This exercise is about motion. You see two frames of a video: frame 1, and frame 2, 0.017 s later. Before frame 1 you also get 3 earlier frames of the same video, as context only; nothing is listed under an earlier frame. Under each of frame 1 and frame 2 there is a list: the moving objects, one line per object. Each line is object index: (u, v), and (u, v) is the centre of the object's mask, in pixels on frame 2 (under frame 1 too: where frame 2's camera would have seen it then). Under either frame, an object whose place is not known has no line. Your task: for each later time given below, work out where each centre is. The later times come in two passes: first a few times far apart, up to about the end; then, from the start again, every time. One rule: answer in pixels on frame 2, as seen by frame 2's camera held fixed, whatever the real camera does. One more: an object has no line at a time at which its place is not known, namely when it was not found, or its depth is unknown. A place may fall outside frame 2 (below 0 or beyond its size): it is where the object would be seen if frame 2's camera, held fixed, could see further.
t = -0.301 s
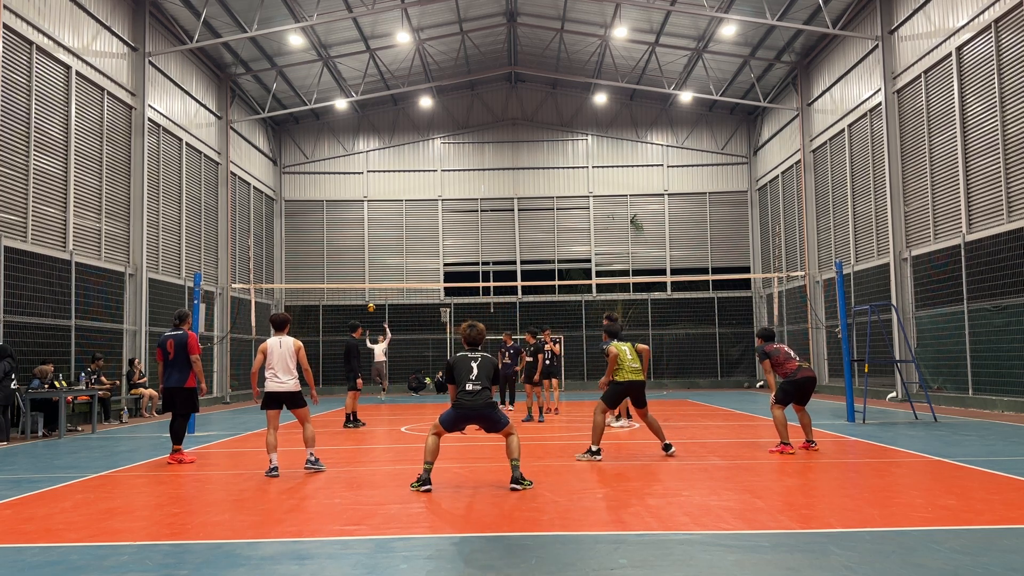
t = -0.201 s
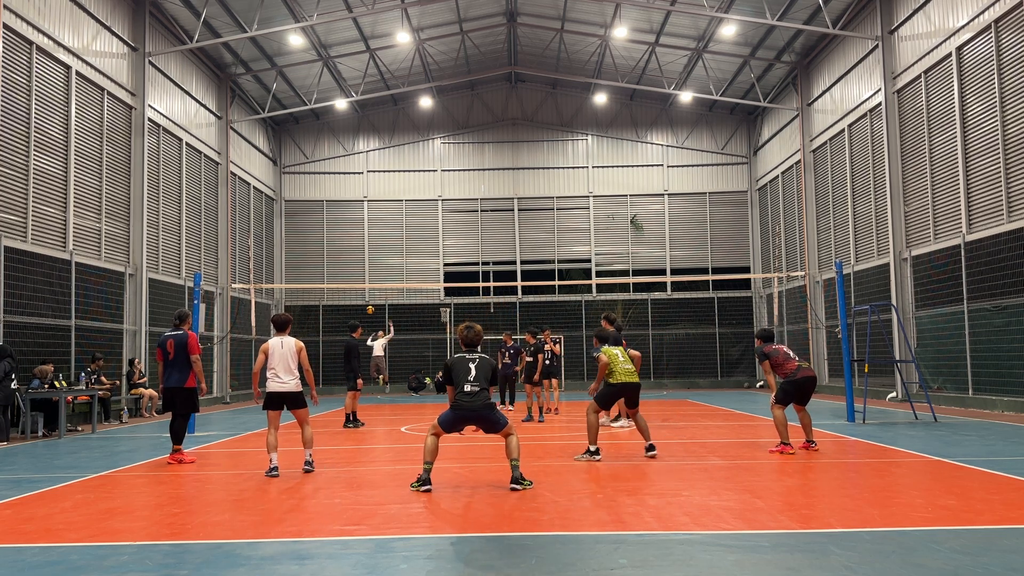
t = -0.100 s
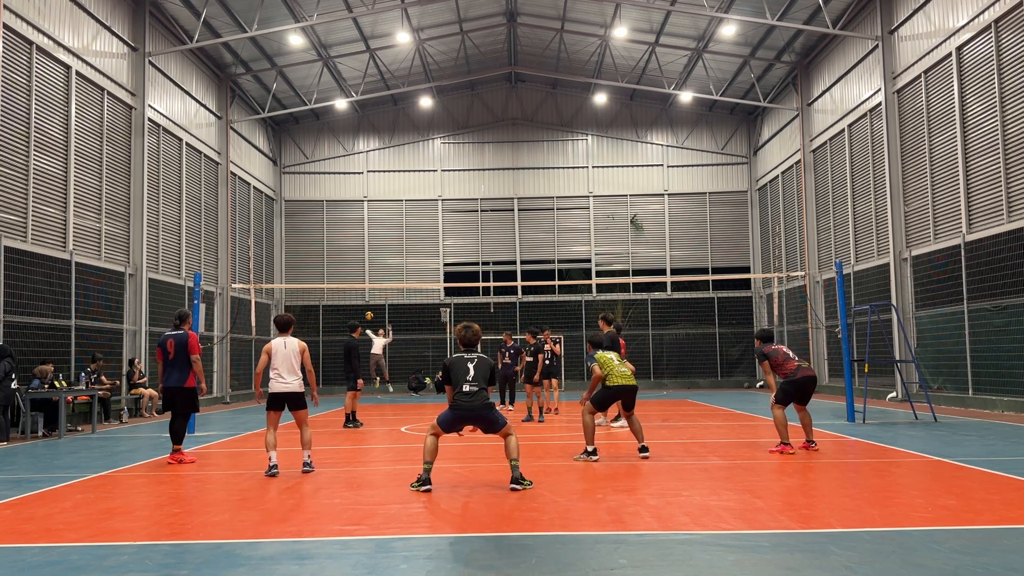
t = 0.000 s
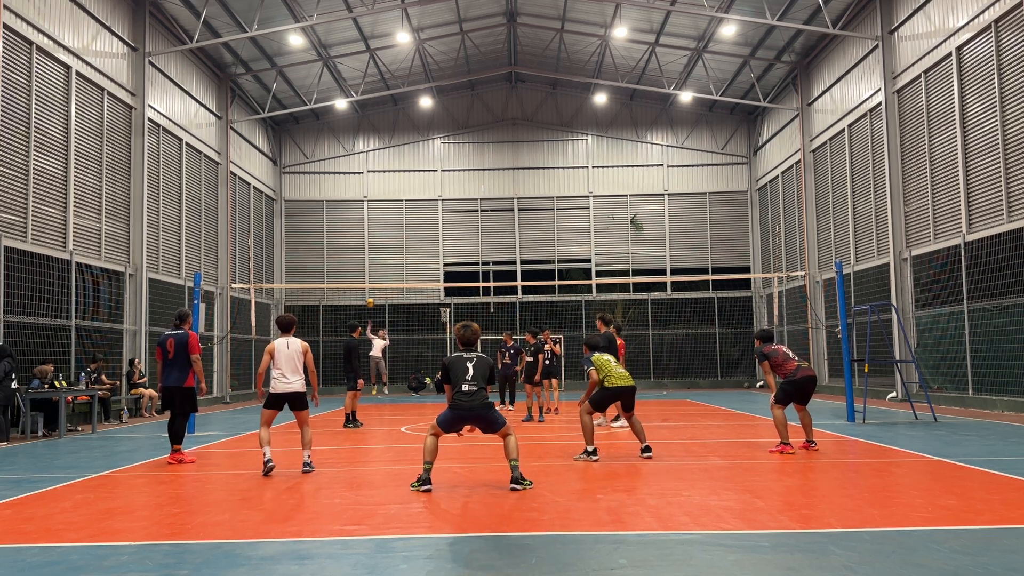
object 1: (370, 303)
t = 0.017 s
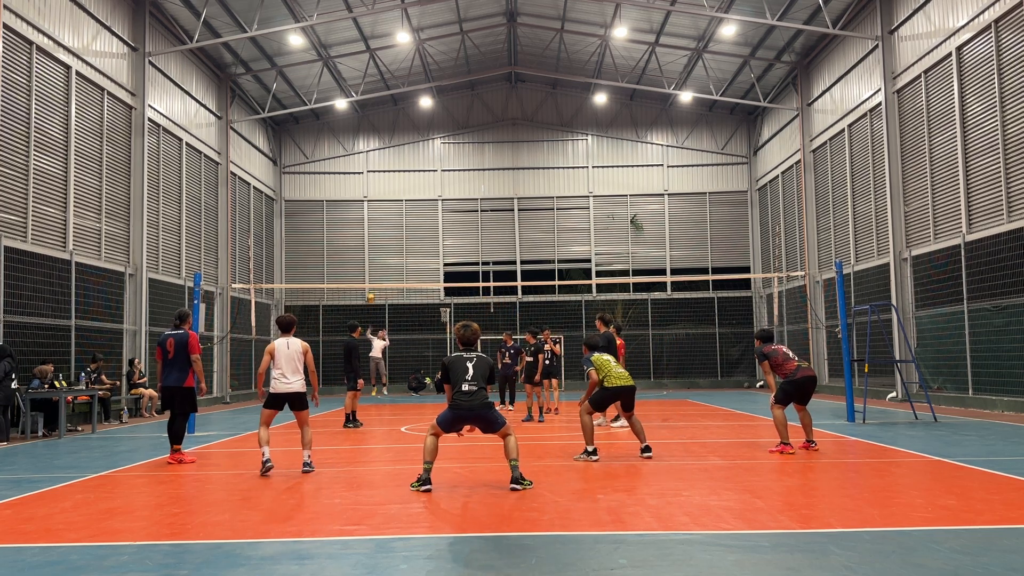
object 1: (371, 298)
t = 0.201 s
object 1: (375, 252)
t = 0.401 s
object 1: (386, 208)
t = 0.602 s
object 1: (403, 173)
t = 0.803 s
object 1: (427, 152)
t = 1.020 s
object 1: (461, 156)
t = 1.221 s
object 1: (507, 205)
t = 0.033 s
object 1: (371, 293)
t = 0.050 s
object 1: (372, 290)
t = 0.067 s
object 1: (373, 284)
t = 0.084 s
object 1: (372, 280)
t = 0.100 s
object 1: (373, 277)
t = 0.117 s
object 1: (373, 272)
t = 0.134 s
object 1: (373, 268)
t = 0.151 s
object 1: (374, 264)
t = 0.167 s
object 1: (375, 260)
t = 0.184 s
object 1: (375, 256)
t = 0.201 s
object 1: (375, 252)
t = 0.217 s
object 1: (376, 248)
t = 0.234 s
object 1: (377, 244)
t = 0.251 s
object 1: (378, 241)
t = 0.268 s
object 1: (378, 237)
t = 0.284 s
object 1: (379, 233)
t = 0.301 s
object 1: (380, 229)
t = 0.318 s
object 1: (381, 226)
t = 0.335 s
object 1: (382, 222)
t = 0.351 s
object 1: (383, 218)
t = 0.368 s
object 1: (384, 215)
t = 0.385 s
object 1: (385, 212)
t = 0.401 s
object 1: (386, 208)
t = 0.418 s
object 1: (387, 205)
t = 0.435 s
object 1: (388, 202)
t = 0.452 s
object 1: (389, 199)
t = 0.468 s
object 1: (390, 196)
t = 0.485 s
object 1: (392, 193)
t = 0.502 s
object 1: (393, 190)
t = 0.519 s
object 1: (395, 187)
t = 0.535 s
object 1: (396, 184)
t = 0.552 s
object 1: (397, 182)
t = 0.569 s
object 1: (399, 179)
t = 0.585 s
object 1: (401, 176)
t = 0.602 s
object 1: (403, 173)
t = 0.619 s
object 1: (404, 171)
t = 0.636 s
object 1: (406, 169)
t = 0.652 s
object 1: (408, 166)
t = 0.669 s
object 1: (410, 164)
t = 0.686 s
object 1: (412, 162)
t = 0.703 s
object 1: (414, 160)
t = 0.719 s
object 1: (416, 159)
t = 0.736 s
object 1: (418, 157)
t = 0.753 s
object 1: (420, 155)
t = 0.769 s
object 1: (422, 154)
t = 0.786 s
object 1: (424, 153)
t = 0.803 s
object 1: (427, 152)
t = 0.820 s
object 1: (429, 151)
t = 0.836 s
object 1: (431, 151)
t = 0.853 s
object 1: (434, 150)
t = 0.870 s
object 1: (436, 150)
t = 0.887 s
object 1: (439, 150)
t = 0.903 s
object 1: (441, 150)
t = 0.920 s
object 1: (444, 150)
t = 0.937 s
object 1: (446, 151)
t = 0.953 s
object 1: (449, 151)
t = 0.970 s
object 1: (452, 152)
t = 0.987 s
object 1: (455, 153)
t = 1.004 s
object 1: (458, 154)
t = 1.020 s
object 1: (461, 156)
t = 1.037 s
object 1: (464, 158)
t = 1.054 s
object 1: (468, 160)
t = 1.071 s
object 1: (471, 163)
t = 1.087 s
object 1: (475, 166)
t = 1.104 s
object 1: (478, 169)
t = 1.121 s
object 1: (482, 173)
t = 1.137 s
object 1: (486, 177)
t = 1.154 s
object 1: (490, 181)
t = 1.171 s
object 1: (494, 187)
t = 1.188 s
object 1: (499, 192)
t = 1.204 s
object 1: (503, 198)
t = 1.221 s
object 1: (507, 205)
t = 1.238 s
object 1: (511, 211)
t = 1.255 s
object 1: (516, 219)
